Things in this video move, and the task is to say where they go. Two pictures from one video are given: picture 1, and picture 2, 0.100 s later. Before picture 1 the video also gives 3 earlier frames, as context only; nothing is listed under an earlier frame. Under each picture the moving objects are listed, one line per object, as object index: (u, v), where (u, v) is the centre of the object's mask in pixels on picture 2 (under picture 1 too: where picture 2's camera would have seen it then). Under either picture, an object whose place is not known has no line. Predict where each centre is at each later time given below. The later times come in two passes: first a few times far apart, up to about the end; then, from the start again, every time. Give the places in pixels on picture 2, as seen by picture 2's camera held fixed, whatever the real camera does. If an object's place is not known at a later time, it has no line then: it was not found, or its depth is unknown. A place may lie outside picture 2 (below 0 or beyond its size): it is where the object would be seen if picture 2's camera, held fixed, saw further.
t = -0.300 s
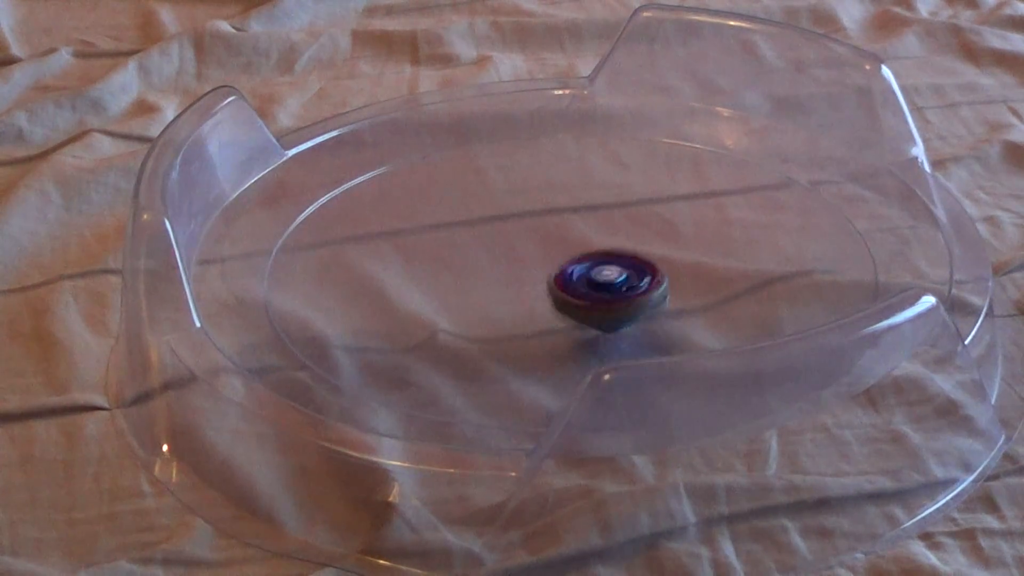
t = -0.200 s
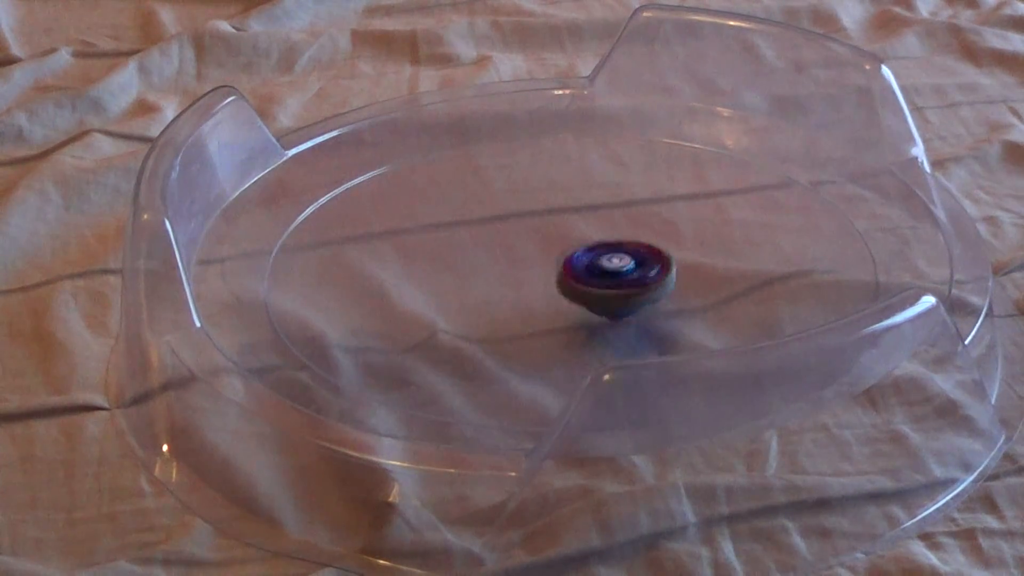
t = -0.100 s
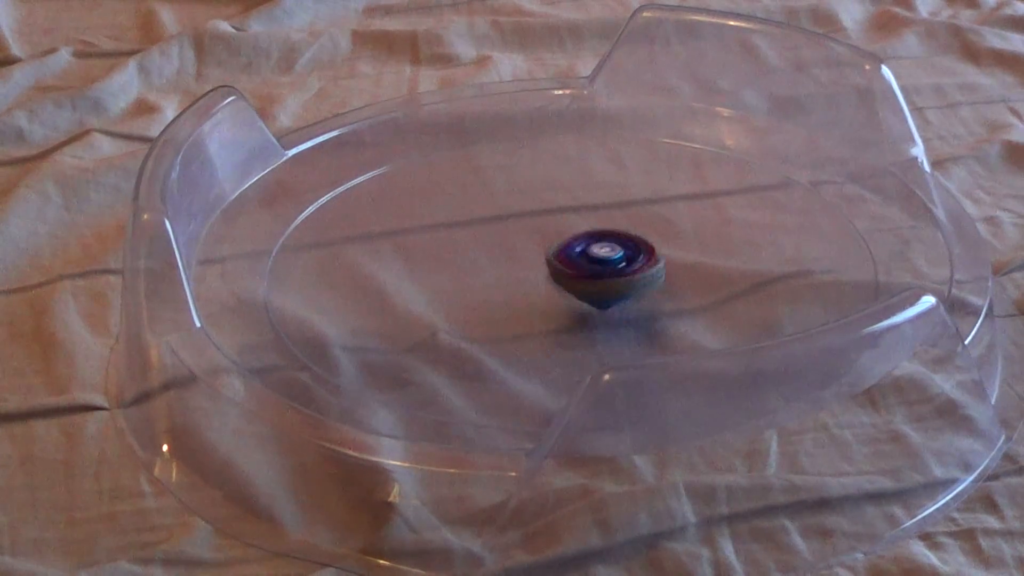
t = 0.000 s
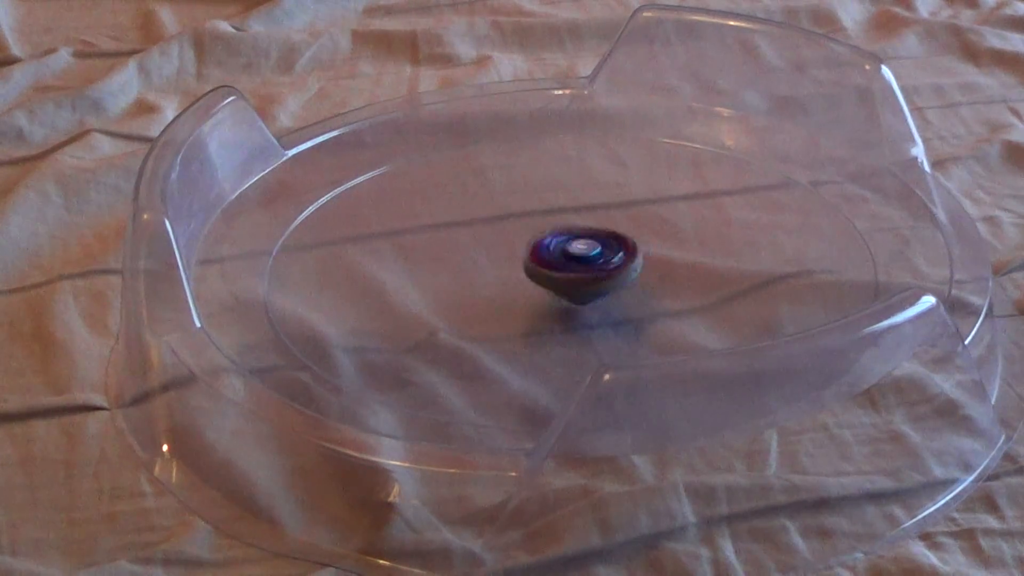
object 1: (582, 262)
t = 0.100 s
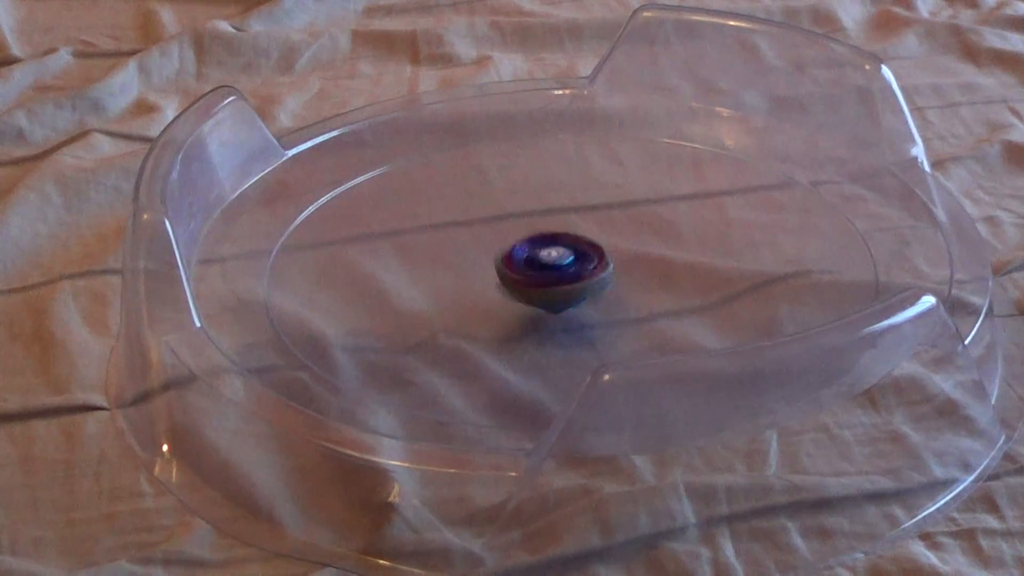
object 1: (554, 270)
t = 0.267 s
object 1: (552, 289)
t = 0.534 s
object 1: (608, 292)
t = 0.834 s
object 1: (573, 269)
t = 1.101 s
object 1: (539, 278)
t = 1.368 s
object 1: (569, 290)
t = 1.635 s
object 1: (597, 271)
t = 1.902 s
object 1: (571, 265)
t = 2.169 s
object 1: (558, 282)
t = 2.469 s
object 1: (579, 292)
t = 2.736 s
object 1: (593, 282)
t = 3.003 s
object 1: (569, 273)
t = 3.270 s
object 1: (549, 279)
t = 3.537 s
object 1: (577, 289)
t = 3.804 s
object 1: (603, 277)
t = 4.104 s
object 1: (578, 272)
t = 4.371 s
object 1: (560, 283)
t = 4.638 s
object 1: (577, 292)
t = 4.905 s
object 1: (594, 280)
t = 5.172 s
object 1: (577, 271)
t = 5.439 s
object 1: (566, 275)
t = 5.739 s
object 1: (578, 284)
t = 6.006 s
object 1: (601, 280)
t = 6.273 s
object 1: (581, 275)
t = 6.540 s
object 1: (563, 289)
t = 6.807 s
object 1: (585, 292)
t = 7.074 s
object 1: (590, 278)
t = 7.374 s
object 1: (570, 270)
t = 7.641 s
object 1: (565, 276)
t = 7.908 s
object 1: (583, 285)
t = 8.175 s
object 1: (600, 283)
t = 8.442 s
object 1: (579, 284)
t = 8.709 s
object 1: (569, 290)
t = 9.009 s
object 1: (577, 287)
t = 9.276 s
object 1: (581, 279)
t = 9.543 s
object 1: (574, 275)
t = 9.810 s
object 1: (580, 279)
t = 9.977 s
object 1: (589, 278)
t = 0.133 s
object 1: (550, 274)
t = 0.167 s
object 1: (548, 278)
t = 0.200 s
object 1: (547, 282)
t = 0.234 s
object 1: (548, 285)
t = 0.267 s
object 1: (552, 289)
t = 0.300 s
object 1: (555, 292)
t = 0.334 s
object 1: (562, 294)
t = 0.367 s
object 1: (568, 297)
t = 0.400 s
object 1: (577, 298)
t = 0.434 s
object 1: (586, 298)
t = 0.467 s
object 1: (594, 297)
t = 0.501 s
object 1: (601, 295)
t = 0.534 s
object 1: (608, 292)
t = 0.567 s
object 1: (611, 289)
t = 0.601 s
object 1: (612, 284)
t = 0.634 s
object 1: (609, 279)
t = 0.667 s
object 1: (603, 275)
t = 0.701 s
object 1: (599, 274)
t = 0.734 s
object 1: (592, 272)
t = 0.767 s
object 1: (587, 271)
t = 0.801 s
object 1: (580, 270)
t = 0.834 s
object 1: (573, 269)
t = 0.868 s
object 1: (566, 270)
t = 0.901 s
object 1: (561, 270)
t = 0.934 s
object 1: (554, 270)
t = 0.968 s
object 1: (549, 271)
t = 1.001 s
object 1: (546, 273)
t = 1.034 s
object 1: (542, 275)
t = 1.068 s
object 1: (541, 277)
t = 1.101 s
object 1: (539, 278)
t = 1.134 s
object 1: (538, 280)
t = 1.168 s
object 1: (539, 283)
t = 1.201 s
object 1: (540, 285)
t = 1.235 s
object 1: (544, 287)
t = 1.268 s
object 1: (548, 289)
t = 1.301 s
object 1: (554, 290)
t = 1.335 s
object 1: (560, 291)
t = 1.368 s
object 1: (569, 290)
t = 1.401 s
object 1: (577, 290)
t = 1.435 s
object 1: (582, 289)
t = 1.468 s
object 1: (591, 287)
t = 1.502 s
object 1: (596, 283)
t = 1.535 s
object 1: (599, 278)
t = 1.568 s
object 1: (600, 276)
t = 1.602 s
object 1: (599, 272)
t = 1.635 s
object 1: (597, 271)
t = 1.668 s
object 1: (595, 268)
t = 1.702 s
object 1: (593, 267)
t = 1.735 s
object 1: (589, 265)
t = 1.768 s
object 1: (587, 266)
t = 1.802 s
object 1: (583, 264)
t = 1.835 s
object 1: (580, 265)
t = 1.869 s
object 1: (574, 265)
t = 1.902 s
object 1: (571, 265)
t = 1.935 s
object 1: (566, 267)
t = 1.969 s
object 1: (563, 268)
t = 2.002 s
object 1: (561, 271)
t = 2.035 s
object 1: (559, 273)
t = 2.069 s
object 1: (559, 276)
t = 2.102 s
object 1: (559, 278)
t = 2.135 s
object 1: (558, 280)
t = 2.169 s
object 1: (558, 282)
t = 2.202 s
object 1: (559, 285)
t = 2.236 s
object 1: (561, 286)
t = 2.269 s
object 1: (562, 288)
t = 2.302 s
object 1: (566, 289)
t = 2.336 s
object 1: (567, 291)
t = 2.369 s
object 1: (569, 292)
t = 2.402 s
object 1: (572, 292)
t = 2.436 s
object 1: (577, 293)
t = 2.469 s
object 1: (579, 292)
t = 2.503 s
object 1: (583, 293)
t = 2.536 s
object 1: (585, 291)
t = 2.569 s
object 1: (588, 291)
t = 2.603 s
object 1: (591, 289)
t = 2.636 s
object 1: (593, 288)
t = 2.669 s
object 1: (594, 286)
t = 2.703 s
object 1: (593, 284)
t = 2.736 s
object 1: (593, 282)
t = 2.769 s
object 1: (592, 280)
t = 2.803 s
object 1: (590, 279)
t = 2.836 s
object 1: (587, 276)
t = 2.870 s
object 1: (584, 275)
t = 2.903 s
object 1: (581, 274)
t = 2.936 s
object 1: (576, 274)
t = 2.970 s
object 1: (574, 273)
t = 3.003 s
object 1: (569, 273)
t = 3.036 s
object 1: (565, 272)
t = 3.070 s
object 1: (562, 273)
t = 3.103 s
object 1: (559, 273)
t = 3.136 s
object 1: (556, 274)
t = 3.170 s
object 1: (554, 275)
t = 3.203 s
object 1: (551, 276)
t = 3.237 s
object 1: (550, 278)
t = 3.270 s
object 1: (549, 279)
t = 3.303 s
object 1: (550, 282)
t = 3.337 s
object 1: (551, 283)
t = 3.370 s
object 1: (554, 285)
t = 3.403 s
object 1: (556, 287)
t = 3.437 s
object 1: (562, 288)
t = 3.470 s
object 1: (566, 289)
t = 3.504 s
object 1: (572, 290)
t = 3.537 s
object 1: (577, 289)
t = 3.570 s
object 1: (584, 290)
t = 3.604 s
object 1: (588, 288)
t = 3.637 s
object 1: (594, 288)
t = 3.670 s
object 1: (599, 285)
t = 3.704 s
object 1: (602, 283)
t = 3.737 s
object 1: (603, 280)
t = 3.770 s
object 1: (604, 279)
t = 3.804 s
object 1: (603, 277)
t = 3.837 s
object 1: (600, 275)
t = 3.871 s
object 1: (599, 275)
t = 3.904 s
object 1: (597, 273)
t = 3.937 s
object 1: (596, 273)
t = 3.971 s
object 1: (593, 271)
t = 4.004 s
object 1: (588, 272)
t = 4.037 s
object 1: (587, 272)
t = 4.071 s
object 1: (582, 271)
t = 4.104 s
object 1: (578, 272)
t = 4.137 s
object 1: (575, 272)
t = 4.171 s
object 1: (571, 273)
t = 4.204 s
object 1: (567, 274)
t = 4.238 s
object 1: (565, 276)
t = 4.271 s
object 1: (563, 278)
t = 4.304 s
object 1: (561, 280)
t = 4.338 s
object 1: (560, 281)
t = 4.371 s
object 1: (560, 283)
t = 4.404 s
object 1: (561, 285)
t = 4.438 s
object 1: (561, 286)
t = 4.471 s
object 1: (561, 288)
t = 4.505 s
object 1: (562, 289)
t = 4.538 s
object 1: (567, 292)
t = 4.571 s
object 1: (570, 291)
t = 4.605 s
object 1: (573, 292)
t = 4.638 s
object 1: (577, 292)
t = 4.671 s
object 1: (581, 293)
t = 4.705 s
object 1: (584, 291)
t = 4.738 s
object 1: (587, 290)
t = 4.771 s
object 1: (591, 289)
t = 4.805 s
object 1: (593, 287)
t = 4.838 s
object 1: (595, 285)
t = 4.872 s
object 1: (595, 282)
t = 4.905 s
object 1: (594, 280)
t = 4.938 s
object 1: (594, 279)
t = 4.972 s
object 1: (592, 277)
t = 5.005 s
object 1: (591, 276)
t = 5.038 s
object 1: (589, 275)
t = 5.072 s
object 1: (587, 273)
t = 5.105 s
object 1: (585, 273)
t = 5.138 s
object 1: (582, 271)
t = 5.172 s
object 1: (577, 271)
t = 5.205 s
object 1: (577, 272)
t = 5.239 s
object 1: (574, 271)
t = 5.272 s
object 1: (572, 272)
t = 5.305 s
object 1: (569, 272)
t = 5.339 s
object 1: (568, 274)
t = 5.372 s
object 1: (568, 274)
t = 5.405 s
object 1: (566, 274)
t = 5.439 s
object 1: (566, 275)
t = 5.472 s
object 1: (565, 275)
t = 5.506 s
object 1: (565, 277)
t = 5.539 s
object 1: (564, 277)
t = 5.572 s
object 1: (565, 279)
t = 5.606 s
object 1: (566, 280)
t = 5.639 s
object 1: (568, 281)
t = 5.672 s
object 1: (569, 282)
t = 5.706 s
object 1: (573, 283)
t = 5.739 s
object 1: (578, 284)
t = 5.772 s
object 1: (580, 285)
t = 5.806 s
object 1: (585, 284)
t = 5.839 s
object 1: (588, 285)
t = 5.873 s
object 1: (593, 283)
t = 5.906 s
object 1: (595, 283)
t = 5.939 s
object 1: (598, 282)
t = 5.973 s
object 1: (599, 281)
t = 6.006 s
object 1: (601, 280)
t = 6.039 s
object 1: (602, 279)
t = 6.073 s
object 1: (602, 277)
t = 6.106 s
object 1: (600, 276)
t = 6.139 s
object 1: (598, 276)
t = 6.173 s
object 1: (595, 275)
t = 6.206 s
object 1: (590, 274)
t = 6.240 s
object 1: (586, 274)
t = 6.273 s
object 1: (581, 275)
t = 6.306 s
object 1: (576, 276)
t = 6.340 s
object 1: (573, 279)
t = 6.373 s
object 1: (569, 280)
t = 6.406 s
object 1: (566, 282)
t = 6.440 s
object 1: (566, 284)
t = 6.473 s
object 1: (564, 285)
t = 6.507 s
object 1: (563, 287)
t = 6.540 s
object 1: (563, 289)
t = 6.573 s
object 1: (564, 290)
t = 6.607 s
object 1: (565, 292)
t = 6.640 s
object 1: (567, 293)
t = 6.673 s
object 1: (570, 293)
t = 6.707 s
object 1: (572, 294)
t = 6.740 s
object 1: (576, 294)
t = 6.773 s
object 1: (581, 293)
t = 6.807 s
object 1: (585, 292)
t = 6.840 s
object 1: (588, 290)
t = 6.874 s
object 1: (588, 287)
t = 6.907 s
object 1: (588, 286)
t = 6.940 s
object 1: (589, 285)
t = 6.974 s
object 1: (589, 283)
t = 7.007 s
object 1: (589, 281)
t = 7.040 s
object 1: (588, 279)
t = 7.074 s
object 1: (590, 278)
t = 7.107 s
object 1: (588, 276)
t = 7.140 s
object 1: (586, 273)
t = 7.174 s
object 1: (584, 273)
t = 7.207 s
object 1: (583, 271)
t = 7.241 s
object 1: (579, 270)
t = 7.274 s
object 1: (577, 271)
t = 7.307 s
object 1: (575, 270)
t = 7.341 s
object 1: (573, 270)
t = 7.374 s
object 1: (570, 270)
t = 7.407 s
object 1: (569, 271)
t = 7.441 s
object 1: (567, 270)
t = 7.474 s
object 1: (565, 272)
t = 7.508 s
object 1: (565, 273)
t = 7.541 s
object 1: (563, 273)
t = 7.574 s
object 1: (564, 275)
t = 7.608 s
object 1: (564, 276)
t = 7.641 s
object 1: (565, 276)
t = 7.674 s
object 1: (566, 278)
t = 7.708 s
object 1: (567, 278)
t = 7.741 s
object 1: (568, 280)
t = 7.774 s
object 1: (571, 282)
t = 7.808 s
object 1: (575, 283)
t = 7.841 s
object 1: (577, 283)
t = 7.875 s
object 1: (579, 284)
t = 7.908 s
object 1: (583, 285)
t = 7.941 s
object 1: (586, 285)
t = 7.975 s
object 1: (589, 286)
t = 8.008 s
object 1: (591, 285)
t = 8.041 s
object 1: (593, 285)
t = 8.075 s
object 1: (595, 285)
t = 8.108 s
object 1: (597, 285)
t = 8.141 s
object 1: (599, 284)
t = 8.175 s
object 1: (600, 283)
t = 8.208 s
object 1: (600, 282)
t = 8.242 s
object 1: (598, 281)
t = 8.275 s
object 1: (596, 280)
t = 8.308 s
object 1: (593, 281)
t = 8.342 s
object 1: (589, 280)
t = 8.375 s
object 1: (585, 281)
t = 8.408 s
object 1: (581, 281)
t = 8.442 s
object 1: (579, 284)
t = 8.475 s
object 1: (578, 284)
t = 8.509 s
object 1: (575, 285)
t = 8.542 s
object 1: (573, 285)
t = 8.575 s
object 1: (572, 287)
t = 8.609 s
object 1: (572, 287)
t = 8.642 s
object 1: (571, 288)
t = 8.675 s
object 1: (570, 290)
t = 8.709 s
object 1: (569, 290)
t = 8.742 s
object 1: (569, 292)
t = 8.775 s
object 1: (570, 291)
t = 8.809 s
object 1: (572, 292)
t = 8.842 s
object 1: (574, 291)
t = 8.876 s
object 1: (576, 291)
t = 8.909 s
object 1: (577, 289)
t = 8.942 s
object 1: (576, 288)
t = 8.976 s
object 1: (576, 287)
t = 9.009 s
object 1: (577, 287)
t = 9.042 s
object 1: (579, 285)
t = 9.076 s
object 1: (578, 284)
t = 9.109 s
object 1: (579, 284)
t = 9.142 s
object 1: (580, 282)
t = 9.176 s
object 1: (580, 280)
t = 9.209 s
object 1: (580, 279)
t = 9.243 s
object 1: (580, 279)
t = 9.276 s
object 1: (581, 279)
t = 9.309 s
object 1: (580, 276)
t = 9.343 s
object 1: (580, 277)
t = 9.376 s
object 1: (578, 275)
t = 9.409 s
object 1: (577, 275)
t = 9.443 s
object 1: (577, 275)
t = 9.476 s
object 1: (576, 275)
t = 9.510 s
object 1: (575, 274)
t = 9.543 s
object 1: (574, 275)
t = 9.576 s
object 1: (574, 274)
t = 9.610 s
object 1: (574, 276)
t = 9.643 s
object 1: (575, 276)
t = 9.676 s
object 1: (575, 277)
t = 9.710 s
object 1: (576, 276)
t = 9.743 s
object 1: (576, 278)
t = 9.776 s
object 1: (578, 278)
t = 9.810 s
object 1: (580, 279)
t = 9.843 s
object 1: (583, 279)
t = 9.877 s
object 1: (584, 279)
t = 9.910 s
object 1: (586, 279)
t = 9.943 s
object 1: (587, 278)
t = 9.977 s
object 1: (589, 278)
